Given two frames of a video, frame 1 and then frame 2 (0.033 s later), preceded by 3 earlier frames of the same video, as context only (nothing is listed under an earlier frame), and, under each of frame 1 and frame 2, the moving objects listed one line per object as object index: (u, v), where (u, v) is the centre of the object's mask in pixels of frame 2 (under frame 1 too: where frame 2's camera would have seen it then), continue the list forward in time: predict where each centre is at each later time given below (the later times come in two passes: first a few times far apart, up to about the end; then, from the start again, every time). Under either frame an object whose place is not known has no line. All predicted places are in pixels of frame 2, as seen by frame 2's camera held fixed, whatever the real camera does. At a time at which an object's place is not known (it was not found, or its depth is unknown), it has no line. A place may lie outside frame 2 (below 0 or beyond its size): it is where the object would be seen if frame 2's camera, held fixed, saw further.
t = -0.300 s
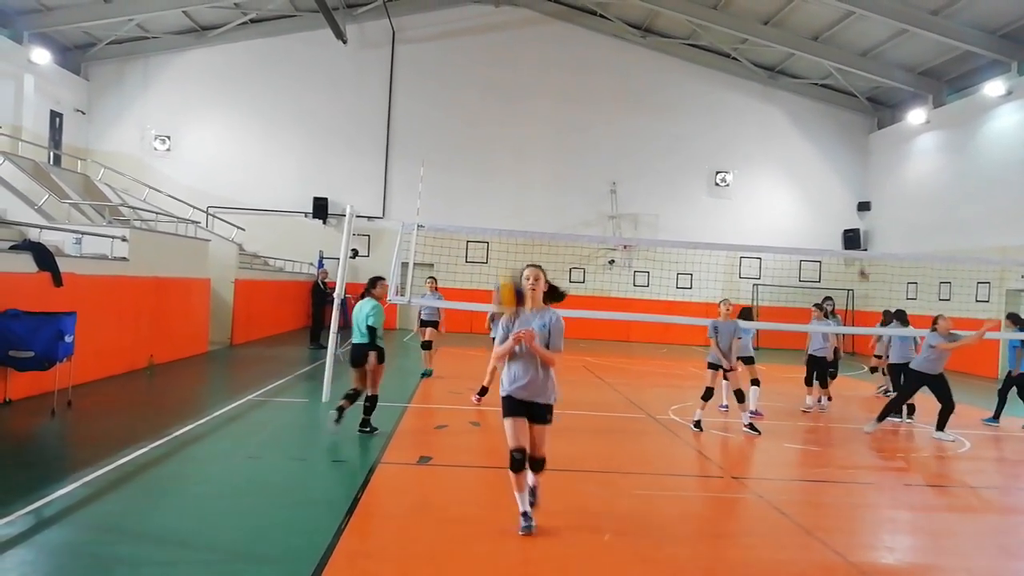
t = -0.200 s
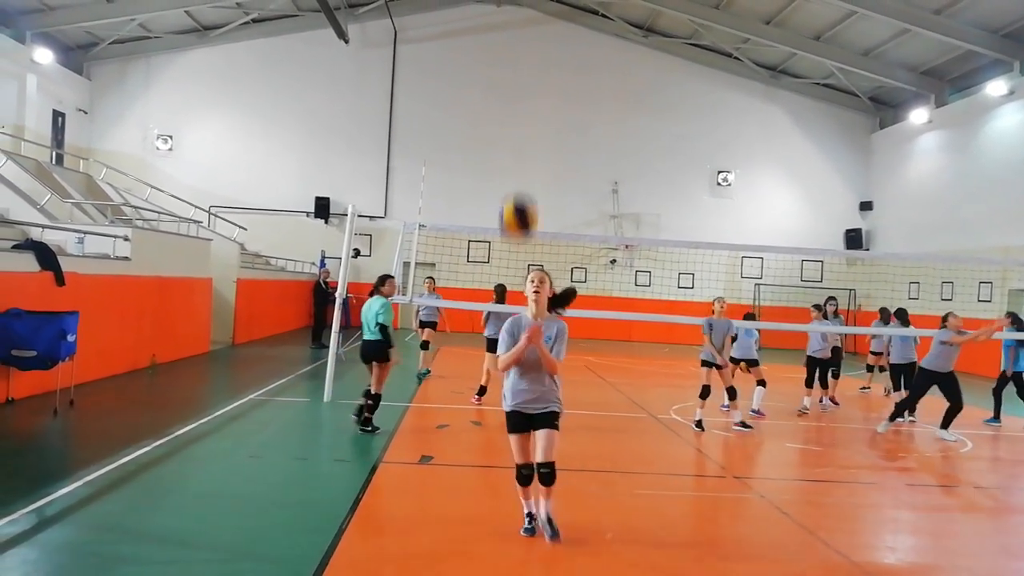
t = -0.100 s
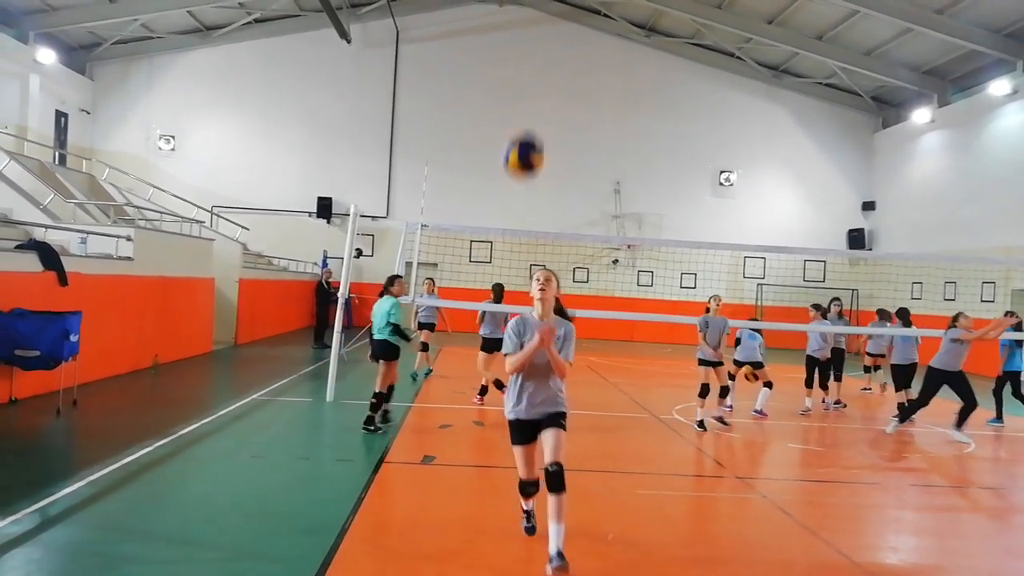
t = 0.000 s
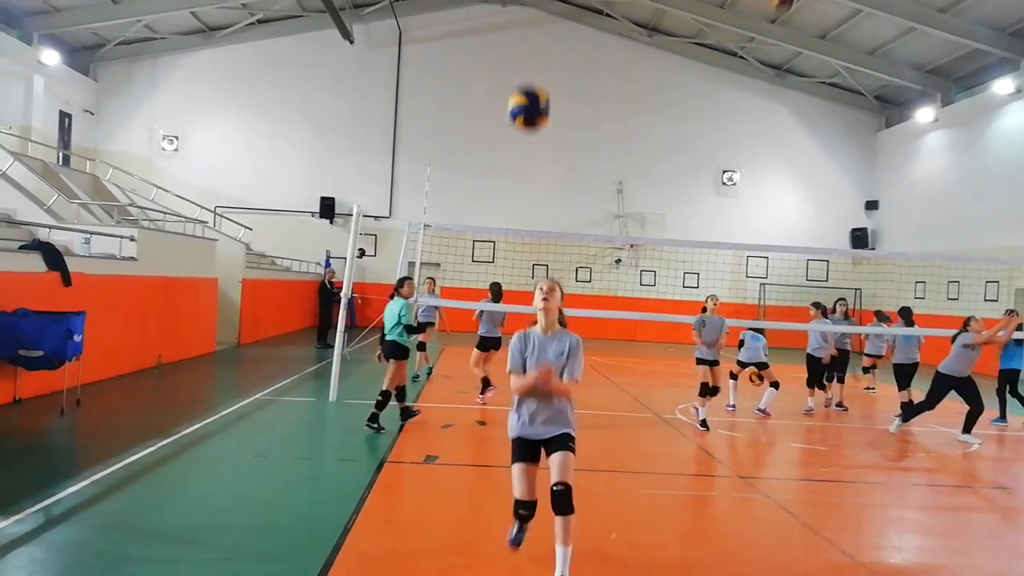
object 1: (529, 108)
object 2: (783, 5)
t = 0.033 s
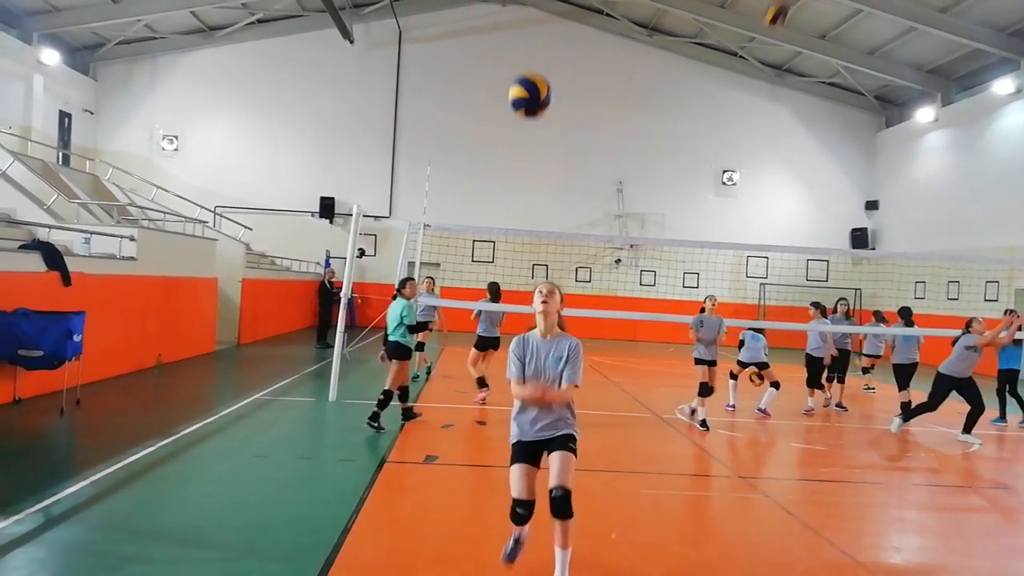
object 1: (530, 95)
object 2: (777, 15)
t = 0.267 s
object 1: (533, 72)
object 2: (730, 141)
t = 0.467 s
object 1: (529, 144)
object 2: (699, 263)
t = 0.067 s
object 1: (530, 86)
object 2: (770, 31)
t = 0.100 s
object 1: (531, 78)
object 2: (762, 49)
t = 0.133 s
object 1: (531, 73)
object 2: (756, 65)
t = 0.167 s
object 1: (532, 69)
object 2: (749, 85)
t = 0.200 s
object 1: (532, 68)
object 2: (743, 102)
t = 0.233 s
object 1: (533, 69)
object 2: (737, 121)
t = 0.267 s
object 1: (533, 72)
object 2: (730, 141)
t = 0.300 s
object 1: (533, 77)
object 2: (725, 160)
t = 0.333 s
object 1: (533, 85)
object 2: (718, 182)
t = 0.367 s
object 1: (532, 96)
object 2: (714, 200)
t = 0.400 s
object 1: (531, 109)
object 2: (709, 222)
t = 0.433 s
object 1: (531, 125)
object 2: (703, 244)
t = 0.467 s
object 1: (529, 144)
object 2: (699, 263)
